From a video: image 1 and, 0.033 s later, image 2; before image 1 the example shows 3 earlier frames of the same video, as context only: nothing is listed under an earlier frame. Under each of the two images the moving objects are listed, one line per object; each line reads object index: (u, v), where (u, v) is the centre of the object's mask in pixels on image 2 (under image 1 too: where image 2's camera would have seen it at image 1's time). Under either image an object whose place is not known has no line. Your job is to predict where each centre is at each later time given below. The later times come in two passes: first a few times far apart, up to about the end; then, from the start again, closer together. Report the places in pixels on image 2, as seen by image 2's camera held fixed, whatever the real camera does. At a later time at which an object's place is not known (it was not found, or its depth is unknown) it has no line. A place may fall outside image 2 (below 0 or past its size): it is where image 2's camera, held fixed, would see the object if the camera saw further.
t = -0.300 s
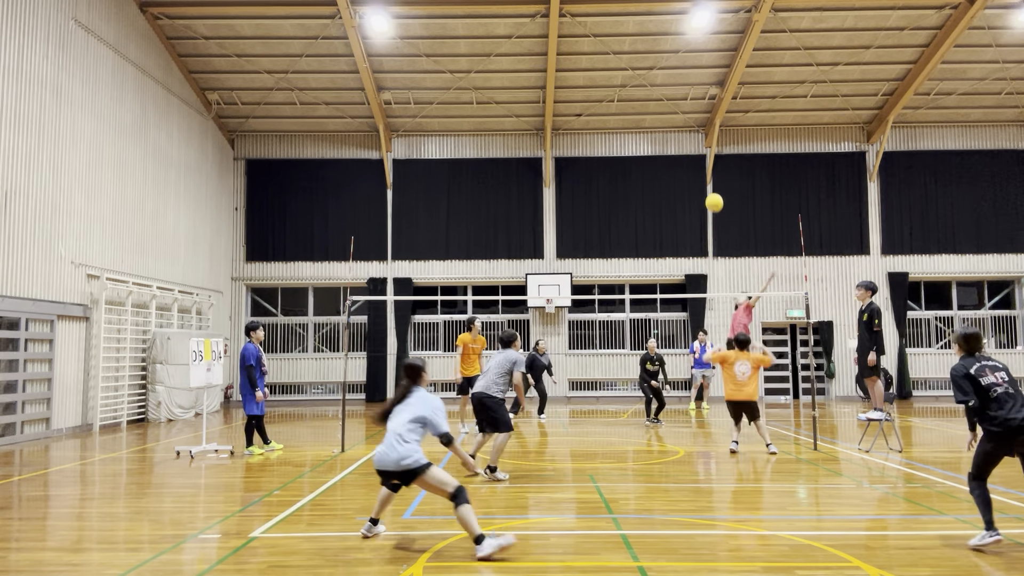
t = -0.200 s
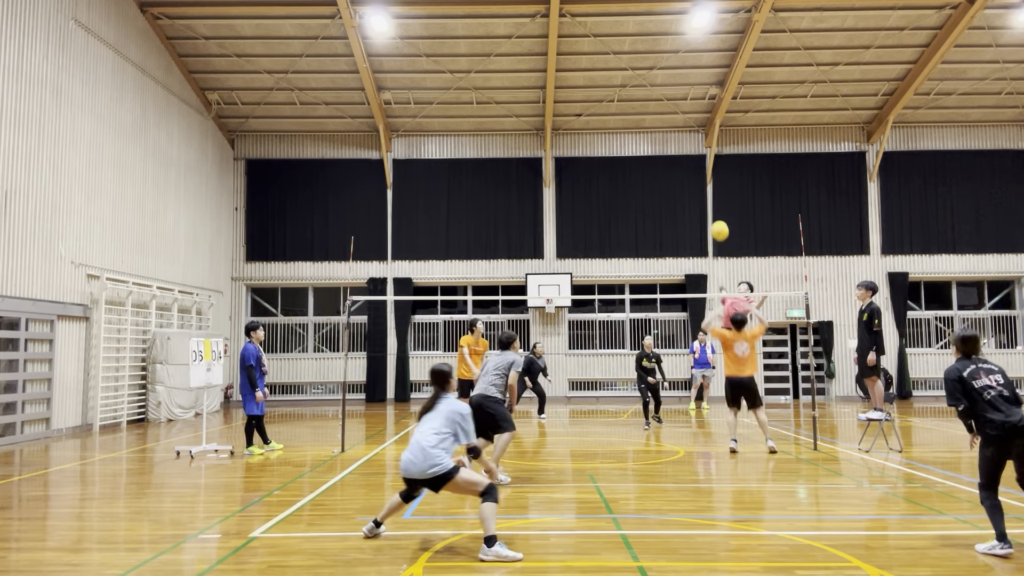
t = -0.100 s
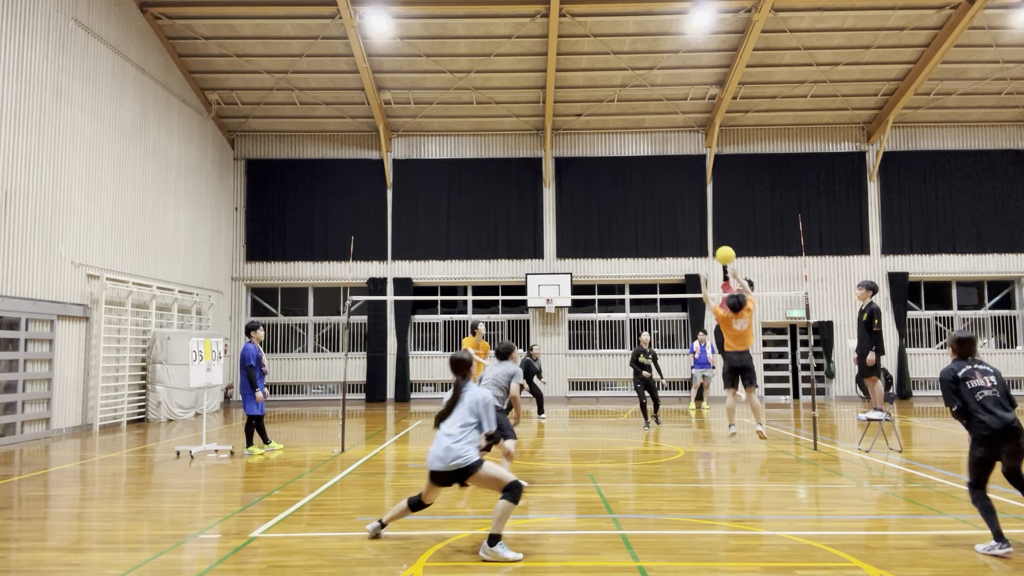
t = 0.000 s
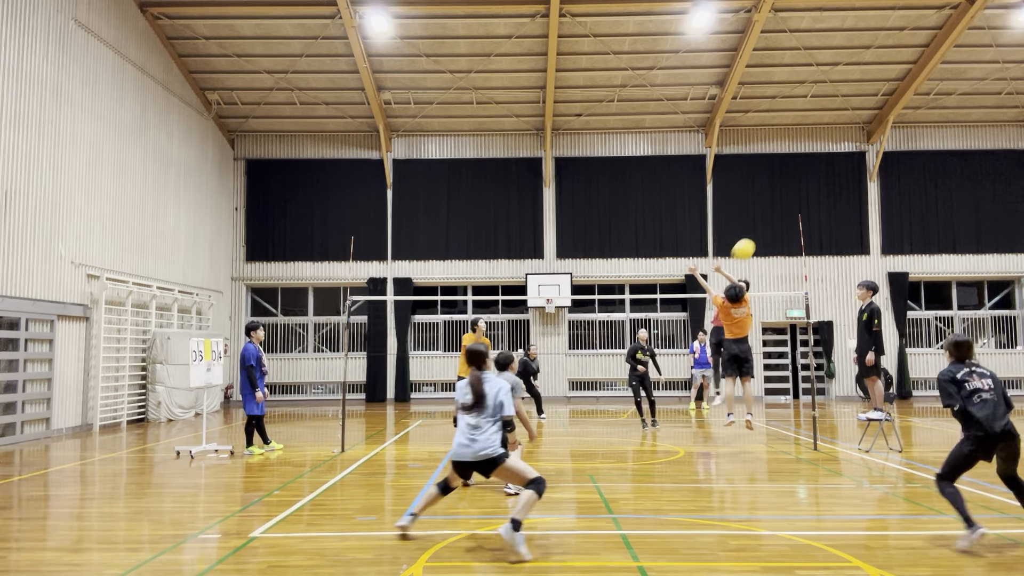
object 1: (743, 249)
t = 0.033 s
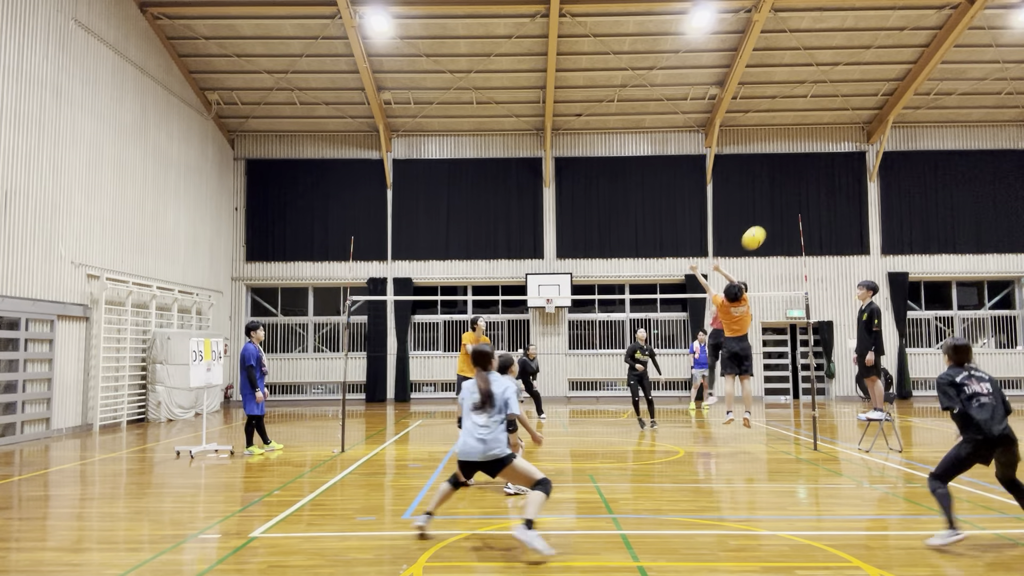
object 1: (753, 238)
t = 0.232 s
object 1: (817, 182)
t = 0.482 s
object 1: (893, 157)
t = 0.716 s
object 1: (963, 176)
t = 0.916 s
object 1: (1017, 224)
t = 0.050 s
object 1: (759, 232)
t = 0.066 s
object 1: (764, 226)
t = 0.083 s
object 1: (770, 221)
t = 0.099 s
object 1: (775, 215)
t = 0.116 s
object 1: (780, 210)
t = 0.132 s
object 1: (786, 206)
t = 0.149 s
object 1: (791, 201)
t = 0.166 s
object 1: (796, 197)
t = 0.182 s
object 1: (801, 193)
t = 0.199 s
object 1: (806, 189)
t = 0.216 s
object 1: (811, 185)
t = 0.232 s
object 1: (817, 182)
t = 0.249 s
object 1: (822, 179)
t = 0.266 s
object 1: (827, 176)
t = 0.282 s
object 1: (832, 173)
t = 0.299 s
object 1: (837, 171)
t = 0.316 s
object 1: (842, 168)
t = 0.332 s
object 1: (847, 166)
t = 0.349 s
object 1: (852, 164)
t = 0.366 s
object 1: (857, 163)
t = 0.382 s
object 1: (863, 161)
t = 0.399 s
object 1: (867, 160)
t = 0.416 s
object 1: (873, 159)
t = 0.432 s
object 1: (878, 158)
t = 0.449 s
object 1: (883, 157)
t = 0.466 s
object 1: (888, 157)
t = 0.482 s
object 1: (893, 157)
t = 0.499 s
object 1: (898, 157)
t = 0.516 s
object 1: (903, 157)
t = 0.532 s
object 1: (909, 157)
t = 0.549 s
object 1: (914, 158)
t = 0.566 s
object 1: (919, 159)
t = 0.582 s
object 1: (924, 160)
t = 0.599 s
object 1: (929, 161)
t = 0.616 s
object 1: (933, 162)
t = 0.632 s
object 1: (938, 164)
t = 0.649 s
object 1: (943, 166)
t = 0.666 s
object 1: (949, 168)
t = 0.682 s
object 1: (954, 170)
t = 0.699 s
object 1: (959, 173)
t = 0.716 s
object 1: (963, 176)
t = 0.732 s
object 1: (968, 179)
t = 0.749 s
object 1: (973, 182)
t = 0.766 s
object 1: (978, 185)
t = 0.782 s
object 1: (983, 189)
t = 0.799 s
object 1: (988, 192)
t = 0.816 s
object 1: (993, 196)
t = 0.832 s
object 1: (998, 200)
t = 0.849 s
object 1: (1003, 205)
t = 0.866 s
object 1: (1008, 210)
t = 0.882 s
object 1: (1012, 214)
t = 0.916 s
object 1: (1017, 224)
